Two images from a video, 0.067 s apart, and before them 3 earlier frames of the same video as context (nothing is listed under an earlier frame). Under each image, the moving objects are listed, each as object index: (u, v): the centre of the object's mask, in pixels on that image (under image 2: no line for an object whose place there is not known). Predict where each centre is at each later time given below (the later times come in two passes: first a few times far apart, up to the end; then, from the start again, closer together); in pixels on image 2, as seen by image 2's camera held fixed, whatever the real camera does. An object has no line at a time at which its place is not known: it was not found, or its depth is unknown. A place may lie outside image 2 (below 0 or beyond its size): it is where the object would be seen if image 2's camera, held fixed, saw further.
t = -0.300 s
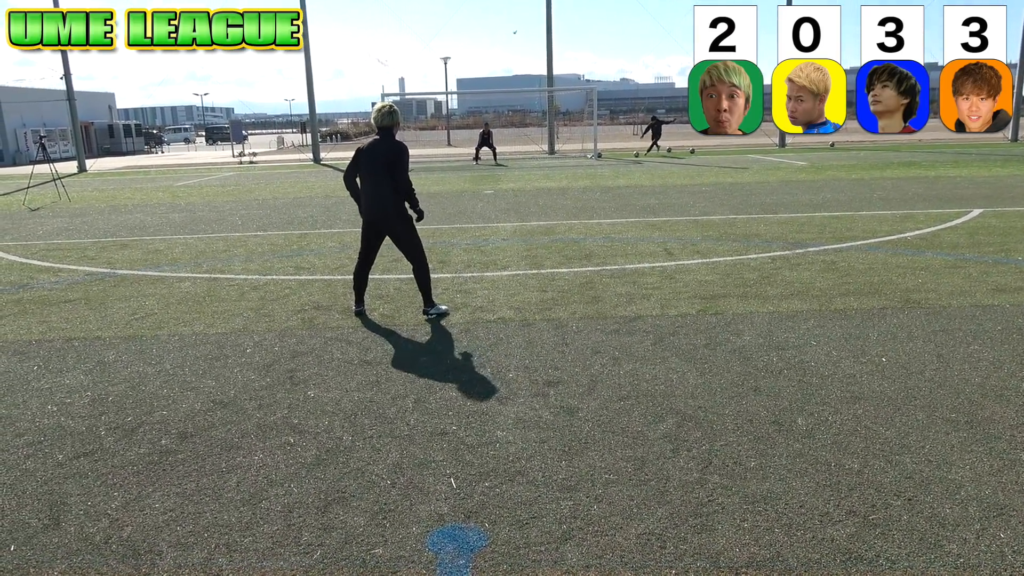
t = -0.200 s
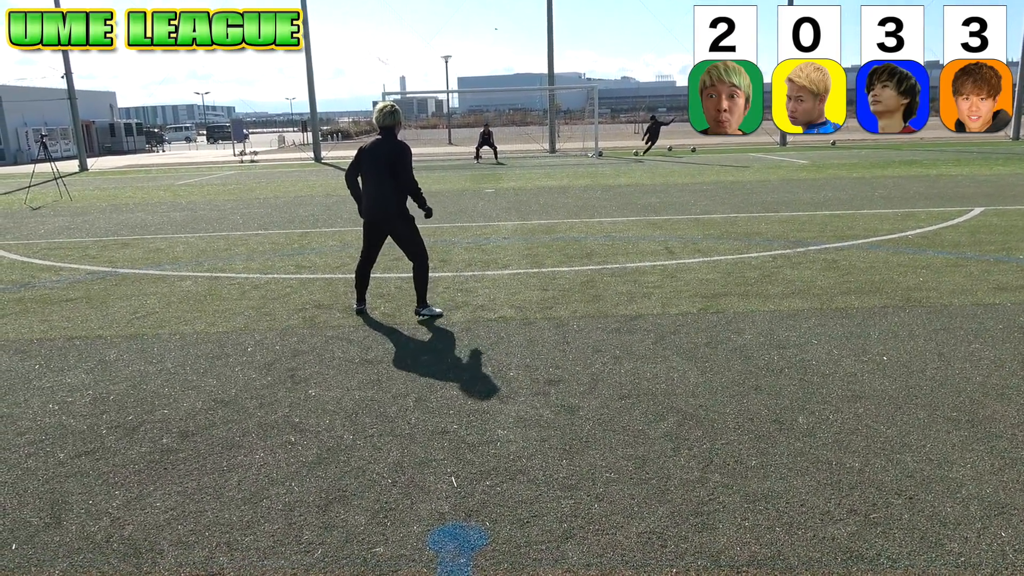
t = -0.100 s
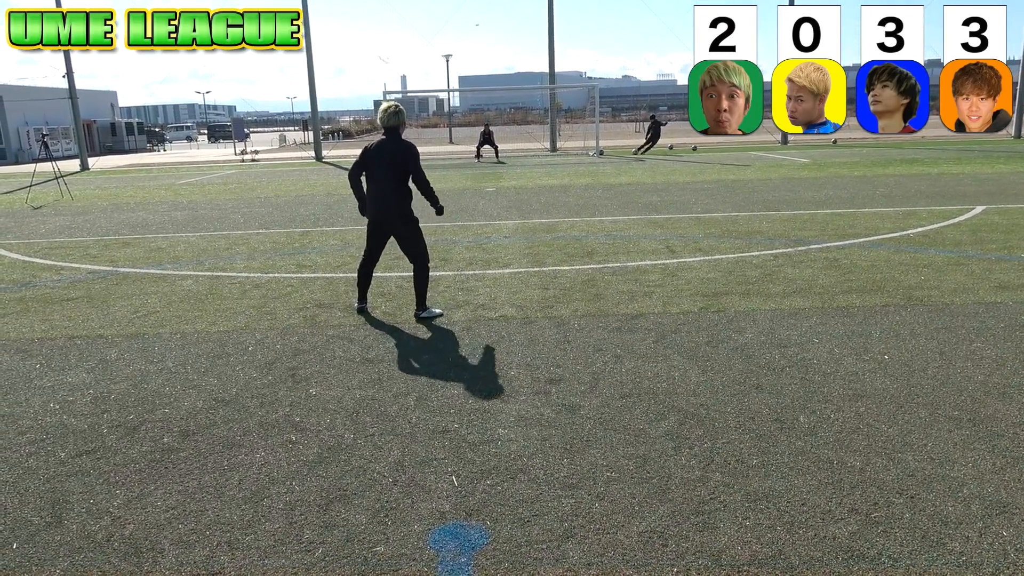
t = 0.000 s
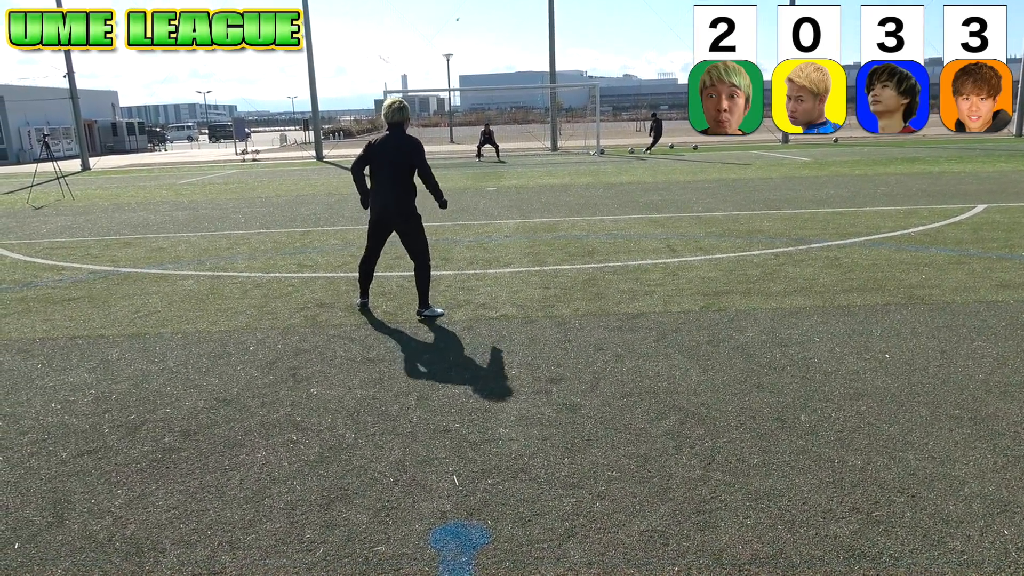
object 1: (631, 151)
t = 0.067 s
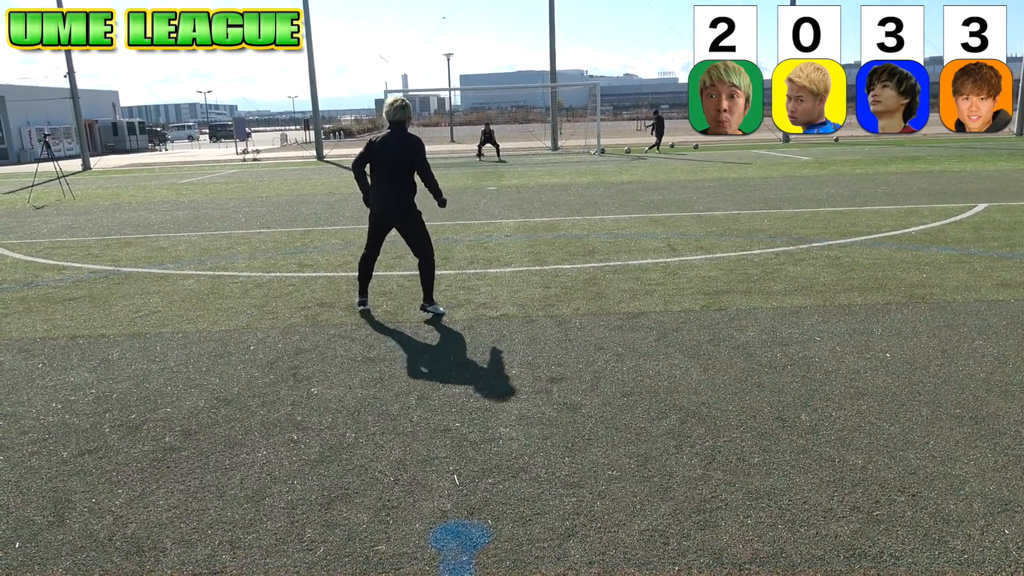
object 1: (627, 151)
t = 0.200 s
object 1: (615, 154)
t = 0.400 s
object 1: (586, 170)
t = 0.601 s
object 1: (541, 182)
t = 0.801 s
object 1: (474, 206)
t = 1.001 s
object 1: (376, 234)
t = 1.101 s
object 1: (317, 243)
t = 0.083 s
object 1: (626, 151)
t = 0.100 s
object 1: (625, 151)
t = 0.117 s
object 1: (623, 151)
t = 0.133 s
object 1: (622, 152)
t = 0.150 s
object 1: (621, 152)
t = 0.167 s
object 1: (619, 153)
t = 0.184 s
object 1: (617, 154)
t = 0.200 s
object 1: (615, 154)
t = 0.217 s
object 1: (613, 155)
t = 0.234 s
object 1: (612, 156)
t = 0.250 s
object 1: (610, 157)
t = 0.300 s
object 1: (603, 161)
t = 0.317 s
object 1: (600, 162)
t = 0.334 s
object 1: (598, 163)
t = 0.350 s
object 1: (595, 165)
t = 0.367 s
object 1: (592, 167)
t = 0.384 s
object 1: (590, 168)
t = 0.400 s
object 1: (586, 170)
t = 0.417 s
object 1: (583, 172)
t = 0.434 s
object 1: (580, 175)
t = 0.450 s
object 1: (576, 177)
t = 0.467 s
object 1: (573, 177)
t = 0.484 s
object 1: (570, 177)
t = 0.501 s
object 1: (566, 177)
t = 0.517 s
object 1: (562, 178)
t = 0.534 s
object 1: (558, 178)
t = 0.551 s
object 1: (555, 179)
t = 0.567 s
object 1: (550, 180)
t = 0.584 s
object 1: (546, 181)
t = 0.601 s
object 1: (541, 182)
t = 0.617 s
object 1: (537, 183)
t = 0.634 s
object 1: (532, 184)
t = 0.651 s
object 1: (527, 186)
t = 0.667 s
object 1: (522, 188)
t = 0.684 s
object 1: (516, 190)
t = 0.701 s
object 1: (510, 193)
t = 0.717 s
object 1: (505, 195)
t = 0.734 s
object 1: (499, 198)
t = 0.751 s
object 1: (493, 202)
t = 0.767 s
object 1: (486, 205)
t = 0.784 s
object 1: (480, 206)
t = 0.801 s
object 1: (474, 206)
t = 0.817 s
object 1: (467, 207)
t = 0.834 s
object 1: (460, 208)
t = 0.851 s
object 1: (453, 209)
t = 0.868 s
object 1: (446, 210)
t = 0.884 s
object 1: (438, 212)
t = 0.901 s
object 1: (430, 214)
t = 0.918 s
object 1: (422, 216)
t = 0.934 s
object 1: (414, 219)
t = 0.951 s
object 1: (405, 222)
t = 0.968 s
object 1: (395, 225)
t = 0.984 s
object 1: (386, 229)
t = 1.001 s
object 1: (376, 234)
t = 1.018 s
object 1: (366, 238)
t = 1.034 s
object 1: (357, 241)
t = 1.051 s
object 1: (347, 241)
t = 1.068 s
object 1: (337, 242)
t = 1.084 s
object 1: (327, 242)
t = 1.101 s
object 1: (317, 243)
